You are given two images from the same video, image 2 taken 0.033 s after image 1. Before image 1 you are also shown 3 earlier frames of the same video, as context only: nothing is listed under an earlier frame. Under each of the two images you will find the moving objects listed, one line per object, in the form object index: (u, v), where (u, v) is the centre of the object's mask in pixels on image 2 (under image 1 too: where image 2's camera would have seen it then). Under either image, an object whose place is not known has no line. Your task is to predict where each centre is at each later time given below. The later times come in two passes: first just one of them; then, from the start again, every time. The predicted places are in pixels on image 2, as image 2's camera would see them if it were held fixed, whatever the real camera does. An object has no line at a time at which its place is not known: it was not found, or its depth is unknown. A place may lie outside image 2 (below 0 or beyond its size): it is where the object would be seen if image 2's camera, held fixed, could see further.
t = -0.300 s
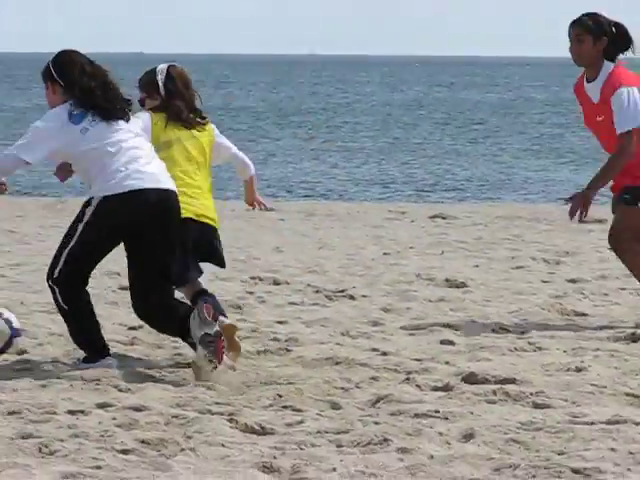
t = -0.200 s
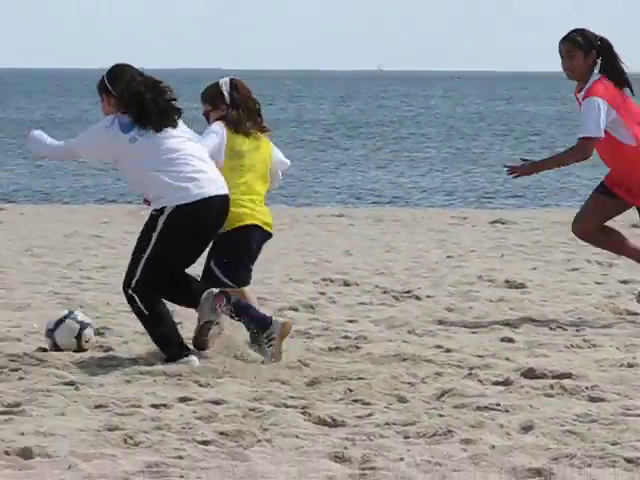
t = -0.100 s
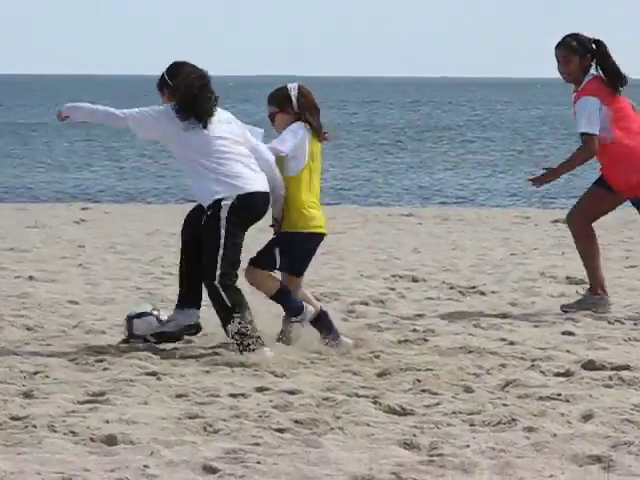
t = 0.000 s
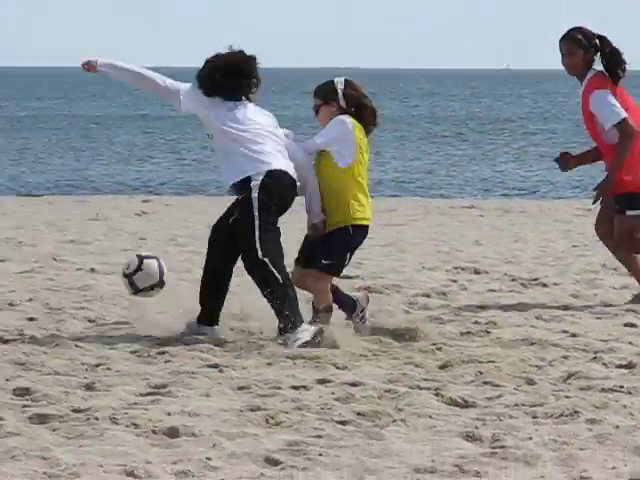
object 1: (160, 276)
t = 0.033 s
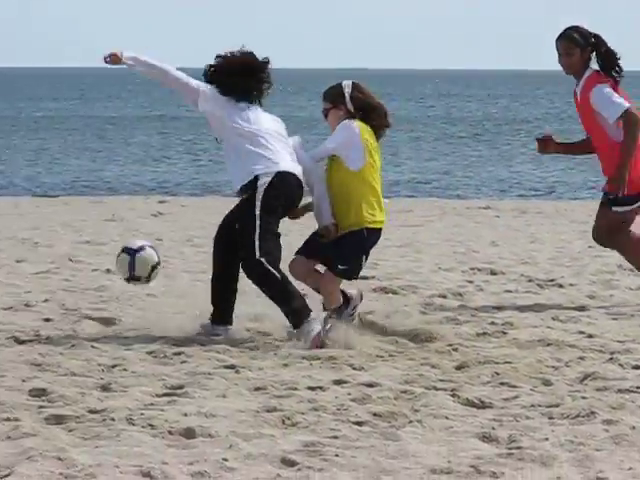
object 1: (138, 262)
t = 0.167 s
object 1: (52, 235)
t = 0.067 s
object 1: (116, 252)
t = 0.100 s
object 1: (96, 245)
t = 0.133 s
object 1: (74, 238)
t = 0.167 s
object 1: (52, 235)
